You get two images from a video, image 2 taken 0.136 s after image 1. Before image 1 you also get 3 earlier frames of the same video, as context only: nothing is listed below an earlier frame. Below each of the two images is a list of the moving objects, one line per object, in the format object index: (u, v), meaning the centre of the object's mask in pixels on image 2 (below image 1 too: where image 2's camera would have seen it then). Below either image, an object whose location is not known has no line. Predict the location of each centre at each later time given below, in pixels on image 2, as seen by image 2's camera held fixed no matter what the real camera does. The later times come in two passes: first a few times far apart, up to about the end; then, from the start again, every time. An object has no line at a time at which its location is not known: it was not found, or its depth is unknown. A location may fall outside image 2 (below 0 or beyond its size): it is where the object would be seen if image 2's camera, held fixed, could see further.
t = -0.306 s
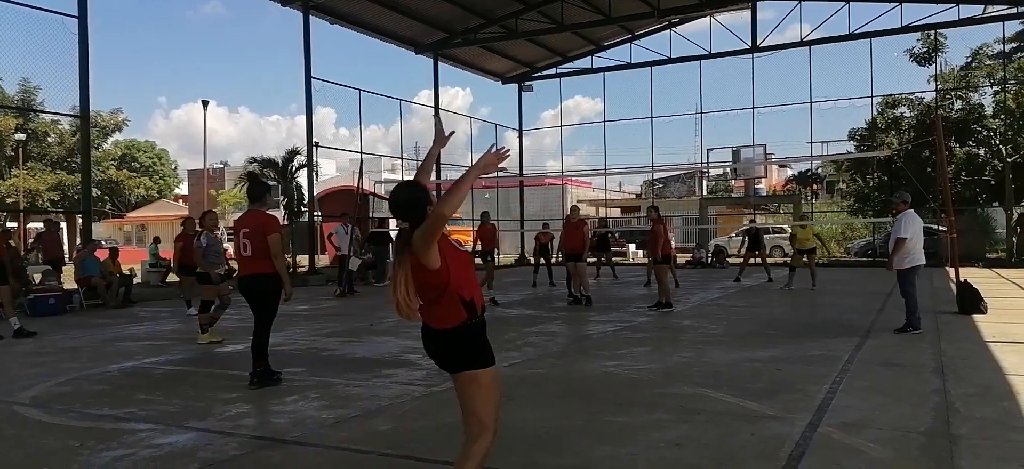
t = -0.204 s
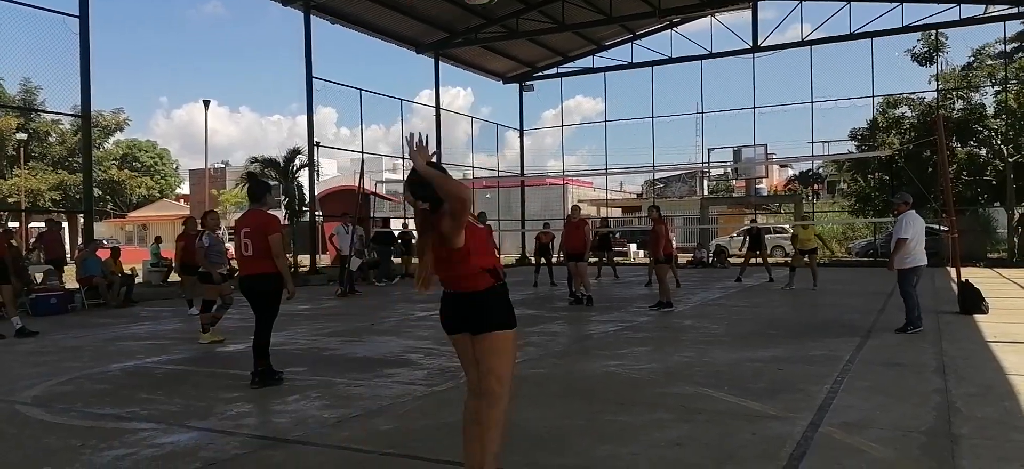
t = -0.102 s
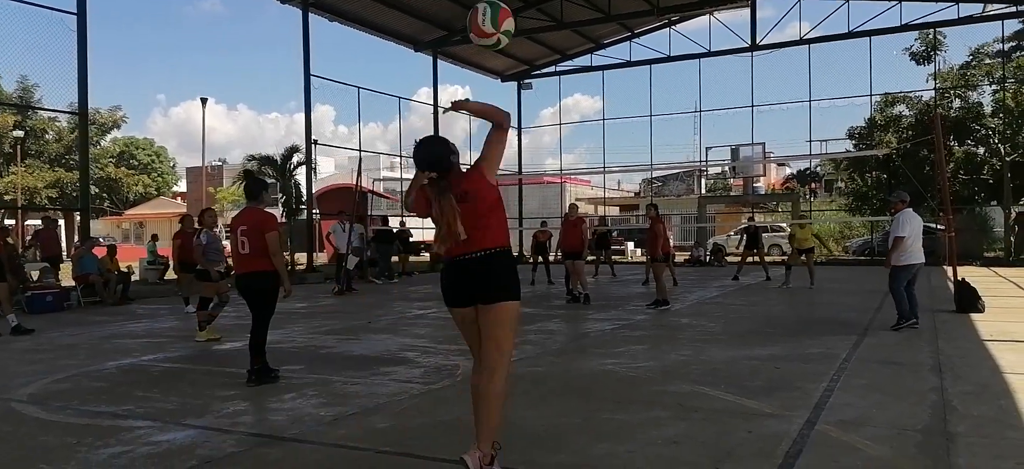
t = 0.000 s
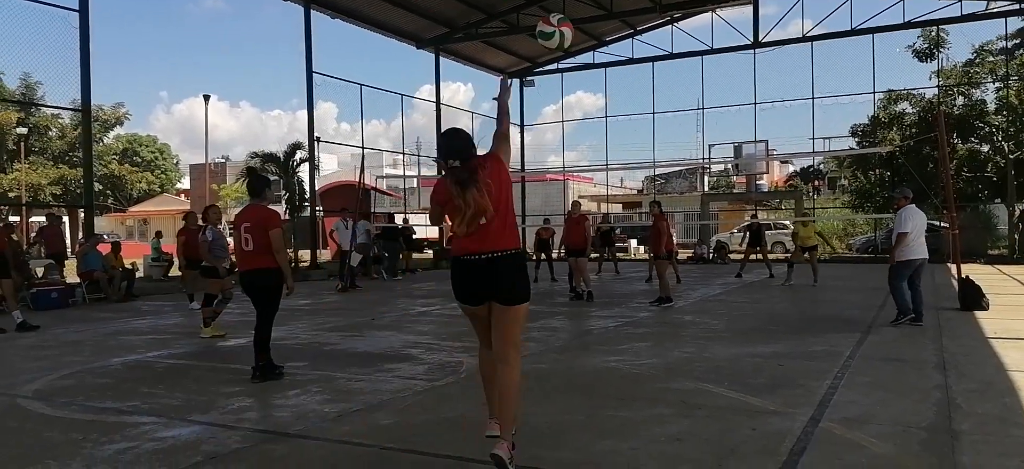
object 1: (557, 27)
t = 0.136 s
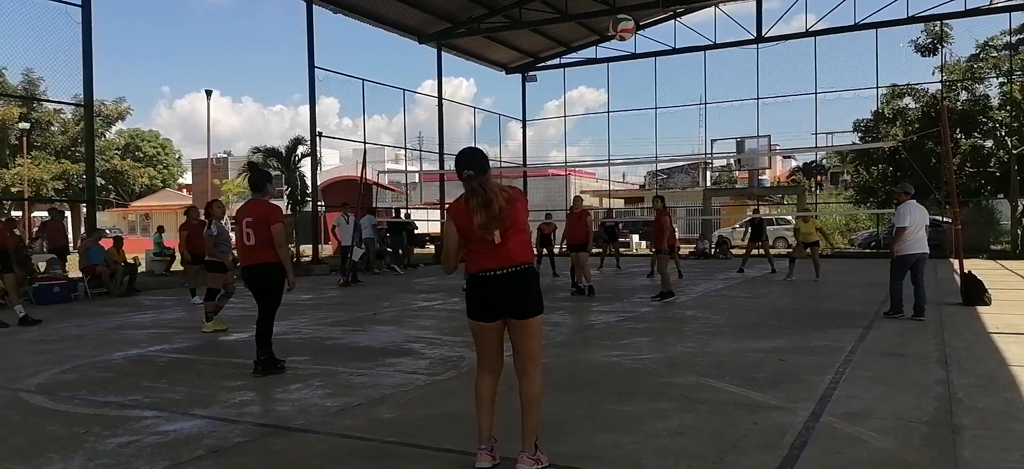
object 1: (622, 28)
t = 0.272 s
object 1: (654, 42)
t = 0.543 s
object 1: (687, 92)
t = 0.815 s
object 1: (700, 151)
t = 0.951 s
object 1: (704, 183)
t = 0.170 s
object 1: (632, 30)
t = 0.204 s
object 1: (641, 34)
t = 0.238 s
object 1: (648, 37)
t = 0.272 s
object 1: (654, 42)
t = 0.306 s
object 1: (660, 46)
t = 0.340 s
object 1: (665, 52)
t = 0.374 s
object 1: (669, 58)
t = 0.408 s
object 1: (674, 65)
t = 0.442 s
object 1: (677, 71)
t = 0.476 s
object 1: (681, 78)
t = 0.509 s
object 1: (684, 84)
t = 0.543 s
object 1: (687, 92)
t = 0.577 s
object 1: (689, 98)
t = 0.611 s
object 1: (691, 106)
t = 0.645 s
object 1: (693, 113)
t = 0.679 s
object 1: (694, 121)
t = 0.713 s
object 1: (696, 128)
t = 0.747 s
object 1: (697, 136)
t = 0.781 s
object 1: (699, 143)
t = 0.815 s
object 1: (700, 151)
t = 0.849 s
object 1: (701, 155)
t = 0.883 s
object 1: (706, 163)
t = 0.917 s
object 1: (704, 175)
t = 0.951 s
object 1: (704, 183)
